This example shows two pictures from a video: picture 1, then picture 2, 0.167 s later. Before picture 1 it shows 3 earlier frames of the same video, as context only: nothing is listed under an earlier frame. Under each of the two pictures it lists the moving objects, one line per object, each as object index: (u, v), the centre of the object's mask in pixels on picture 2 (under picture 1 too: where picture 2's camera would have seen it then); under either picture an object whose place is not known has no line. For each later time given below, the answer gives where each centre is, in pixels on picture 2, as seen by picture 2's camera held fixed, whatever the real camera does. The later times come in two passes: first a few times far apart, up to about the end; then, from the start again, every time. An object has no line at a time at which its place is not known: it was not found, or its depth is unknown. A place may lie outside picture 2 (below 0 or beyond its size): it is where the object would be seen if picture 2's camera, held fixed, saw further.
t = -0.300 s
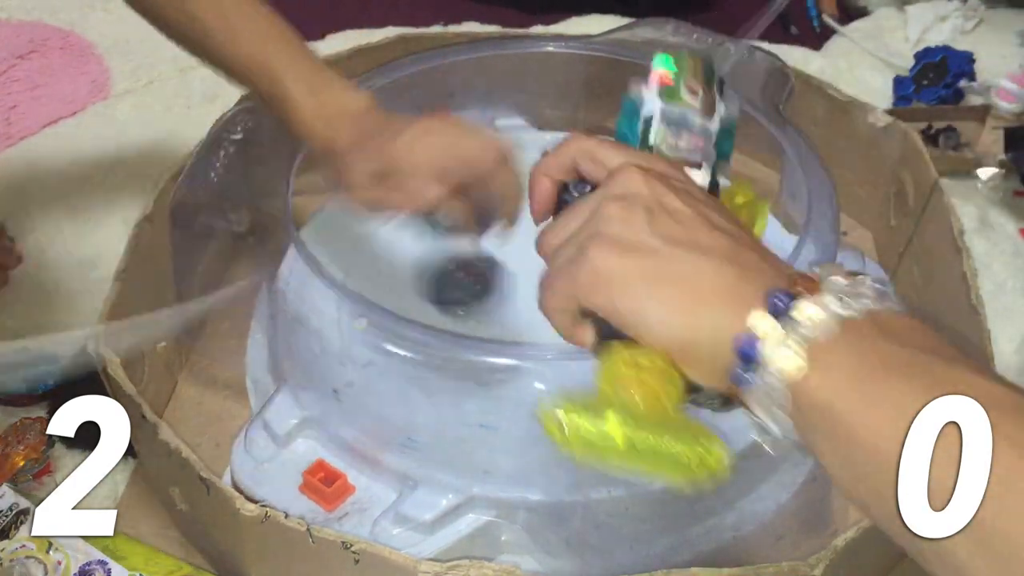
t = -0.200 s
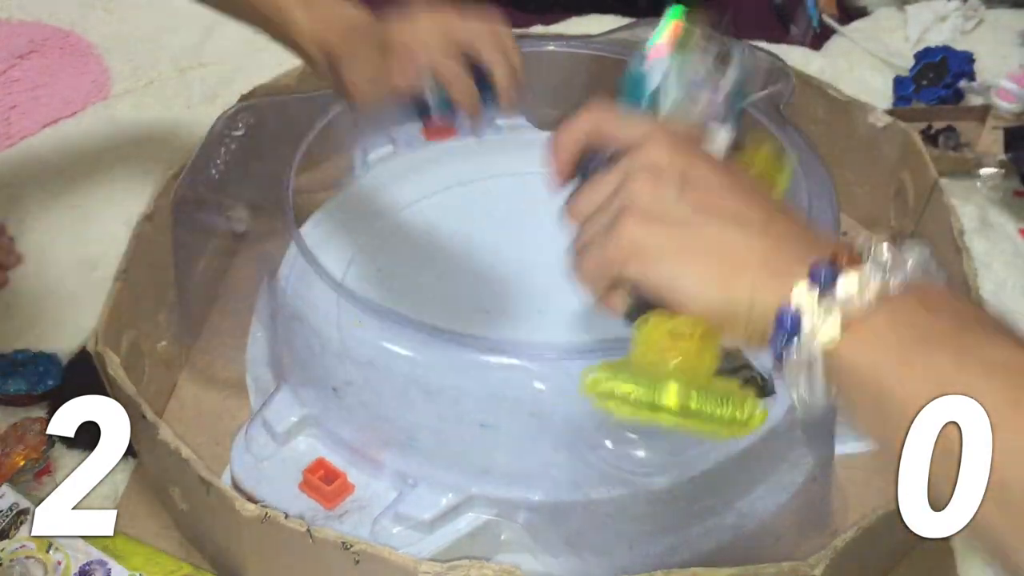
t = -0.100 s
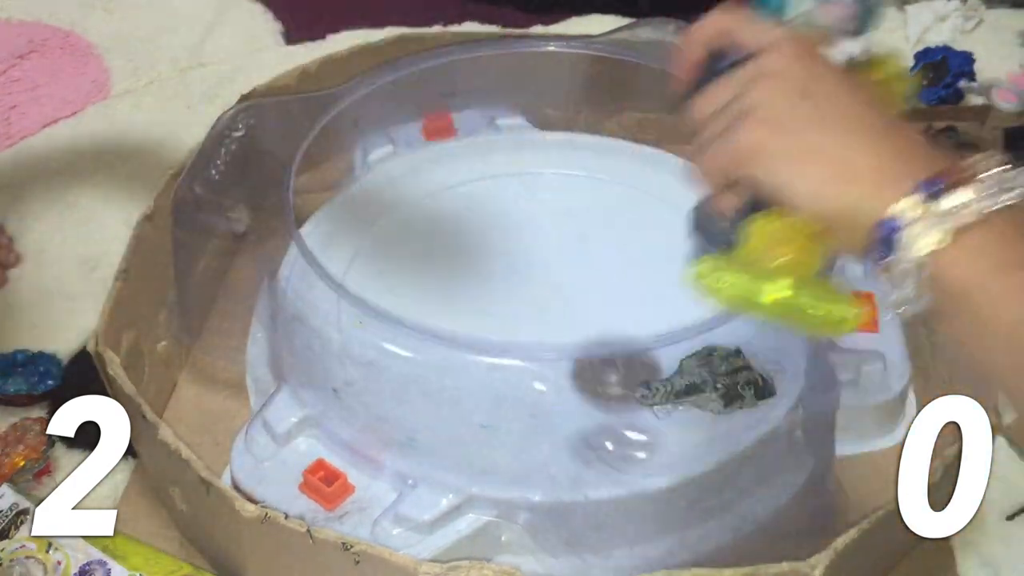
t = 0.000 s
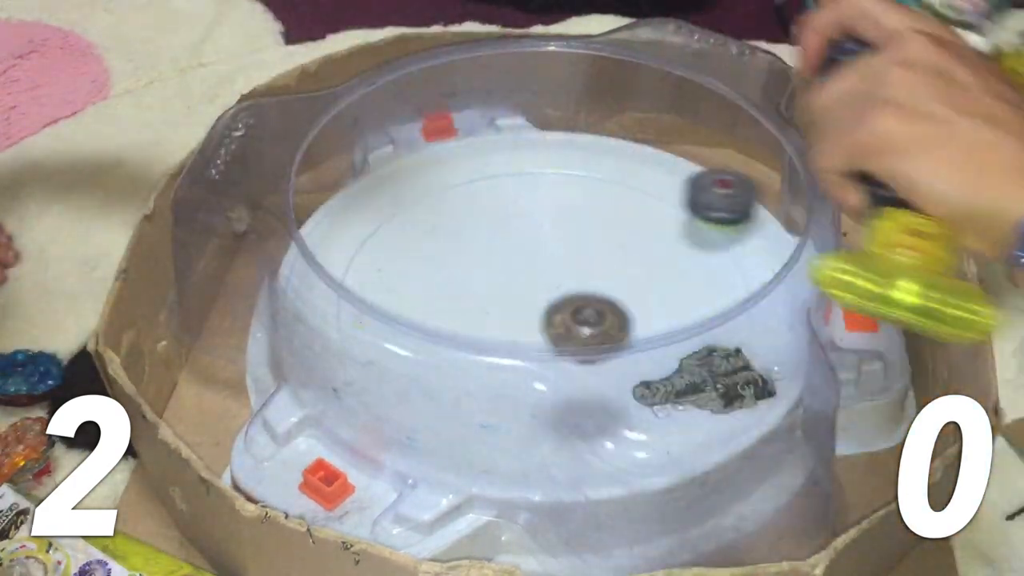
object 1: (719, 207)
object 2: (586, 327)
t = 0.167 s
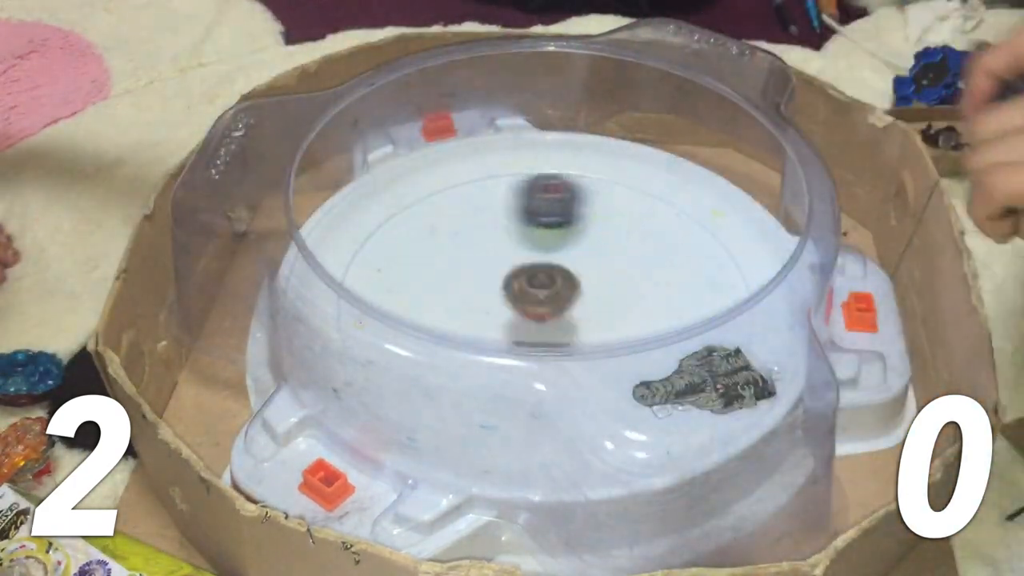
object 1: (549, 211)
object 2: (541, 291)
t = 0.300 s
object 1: (381, 222)
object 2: (533, 224)
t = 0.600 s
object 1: (349, 350)
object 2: (447, 224)
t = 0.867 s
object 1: (573, 361)
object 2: (464, 337)
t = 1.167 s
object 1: (655, 233)
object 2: (555, 279)
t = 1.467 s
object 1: (524, 189)
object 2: (503, 251)
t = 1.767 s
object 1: (473, 263)
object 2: (541, 301)
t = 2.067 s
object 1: (518, 290)
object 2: (598, 259)
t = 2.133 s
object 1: (518, 290)
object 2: (597, 255)
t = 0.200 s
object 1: (505, 212)
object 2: (536, 284)
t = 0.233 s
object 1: (463, 214)
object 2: (535, 255)
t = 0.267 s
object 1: (420, 218)
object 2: (535, 241)
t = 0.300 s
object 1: (381, 222)
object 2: (533, 224)
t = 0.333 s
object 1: (352, 220)
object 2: (530, 213)
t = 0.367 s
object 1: (326, 241)
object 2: (525, 203)
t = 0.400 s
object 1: (305, 264)
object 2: (518, 198)
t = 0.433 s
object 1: (291, 273)
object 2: (509, 195)
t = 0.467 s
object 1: (290, 290)
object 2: (499, 196)
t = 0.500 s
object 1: (298, 308)
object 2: (487, 197)
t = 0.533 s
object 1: (311, 325)
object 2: (474, 204)
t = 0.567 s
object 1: (327, 339)
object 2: (460, 212)
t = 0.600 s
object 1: (349, 350)
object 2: (447, 224)
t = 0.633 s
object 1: (372, 360)
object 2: (434, 237)
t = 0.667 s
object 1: (398, 373)
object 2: (423, 254)
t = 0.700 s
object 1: (426, 378)
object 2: (416, 271)
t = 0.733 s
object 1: (456, 382)
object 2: (416, 289)
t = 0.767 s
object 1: (486, 383)
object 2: (424, 302)
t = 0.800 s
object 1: (514, 380)
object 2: (439, 313)
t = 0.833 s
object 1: (540, 372)
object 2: (456, 330)
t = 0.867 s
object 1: (573, 361)
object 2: (464, 337)
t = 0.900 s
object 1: (607, 351)
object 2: (474, 333)
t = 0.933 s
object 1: (633, 343)
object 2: (488, 327)
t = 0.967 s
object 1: (654, 323)
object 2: (501, 326)
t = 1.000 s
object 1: (664, 306)
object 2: (514, 324)
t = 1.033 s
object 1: (674, 294)
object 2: (526, 319)
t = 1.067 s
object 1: (677, 275)
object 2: (536, 310)
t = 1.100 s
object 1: (674, 257)
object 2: (545, 300)
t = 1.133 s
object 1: (667, 240)
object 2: (552, 289)
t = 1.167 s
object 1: (655, 233)
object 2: (555, 279)
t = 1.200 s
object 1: (642, 220)
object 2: (557, 268)
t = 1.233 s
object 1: (628, 209)
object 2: (555, 257)
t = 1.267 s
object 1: (612, 199)
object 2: (551, 250)
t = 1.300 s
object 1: (595, 192)
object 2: (546, 244)
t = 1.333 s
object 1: (579, 186)
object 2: (538, 240)
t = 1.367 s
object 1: (564, 183)
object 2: (529, 237)
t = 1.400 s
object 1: (549, 183)
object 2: (521, 240)
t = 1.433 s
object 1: (536, 185)
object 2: (512, 245)
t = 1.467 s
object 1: (524, 189)
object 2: (503, 251)
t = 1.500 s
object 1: (513, 195)
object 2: (496, 259)
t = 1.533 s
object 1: (504, 201)
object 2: (492, 268)
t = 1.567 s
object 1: (495, 208)
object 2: (490, 276)
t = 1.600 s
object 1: (488, 216)
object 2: (492, 282)
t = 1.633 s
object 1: (482, 224)
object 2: (500, 288)
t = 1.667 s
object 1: (476, 233)
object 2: (509, 292)
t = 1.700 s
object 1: (473, 243)
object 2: (520, 296)
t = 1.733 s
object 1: (472, 253)
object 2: (531, 300)
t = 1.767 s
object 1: (473, 263)
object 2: (541, 301)
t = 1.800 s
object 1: (476, 270)
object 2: (550, 302)
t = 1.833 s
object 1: (482, 277)
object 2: (562, 301)
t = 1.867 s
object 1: (489, 283)
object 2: (571, 297)
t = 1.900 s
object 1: (496, 285)
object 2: (581, 290)
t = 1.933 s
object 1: (504, 289)
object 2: (587, 283)
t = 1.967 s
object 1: (509, 290)
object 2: (595, 275)
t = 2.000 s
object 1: (513, 291)
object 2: (599, 267)
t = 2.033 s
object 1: (516, 290)
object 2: (599, 262)
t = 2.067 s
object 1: (518, 290)
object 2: (598, 259)
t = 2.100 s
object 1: (521, 290)
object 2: (595, 257)
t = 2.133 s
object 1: (518, 290)
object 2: (597, 255)
